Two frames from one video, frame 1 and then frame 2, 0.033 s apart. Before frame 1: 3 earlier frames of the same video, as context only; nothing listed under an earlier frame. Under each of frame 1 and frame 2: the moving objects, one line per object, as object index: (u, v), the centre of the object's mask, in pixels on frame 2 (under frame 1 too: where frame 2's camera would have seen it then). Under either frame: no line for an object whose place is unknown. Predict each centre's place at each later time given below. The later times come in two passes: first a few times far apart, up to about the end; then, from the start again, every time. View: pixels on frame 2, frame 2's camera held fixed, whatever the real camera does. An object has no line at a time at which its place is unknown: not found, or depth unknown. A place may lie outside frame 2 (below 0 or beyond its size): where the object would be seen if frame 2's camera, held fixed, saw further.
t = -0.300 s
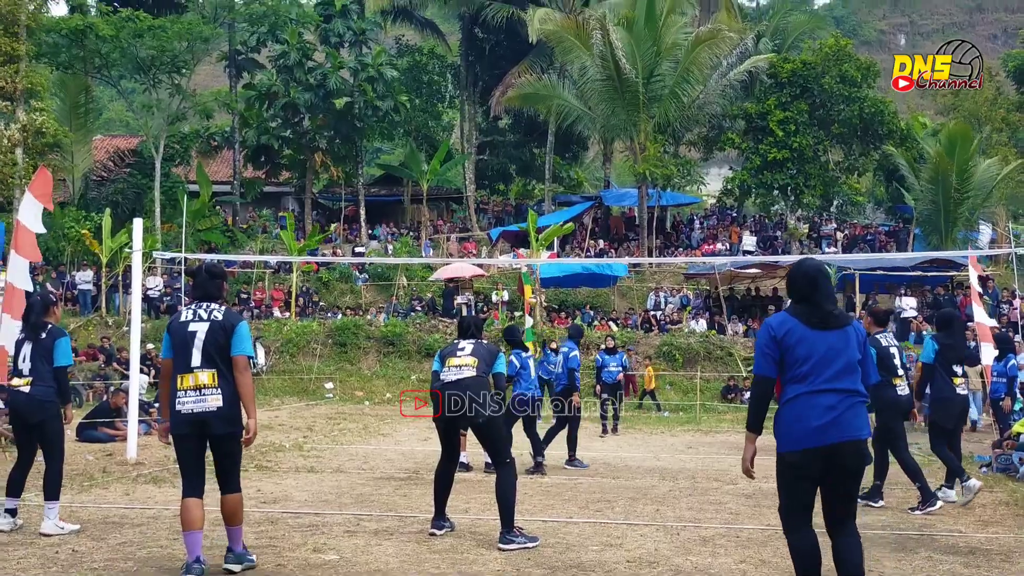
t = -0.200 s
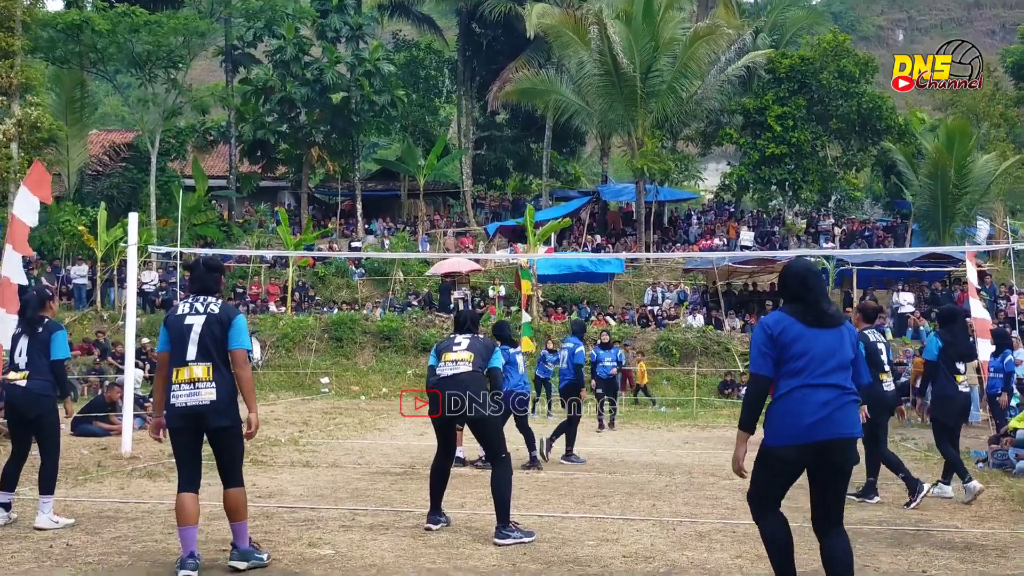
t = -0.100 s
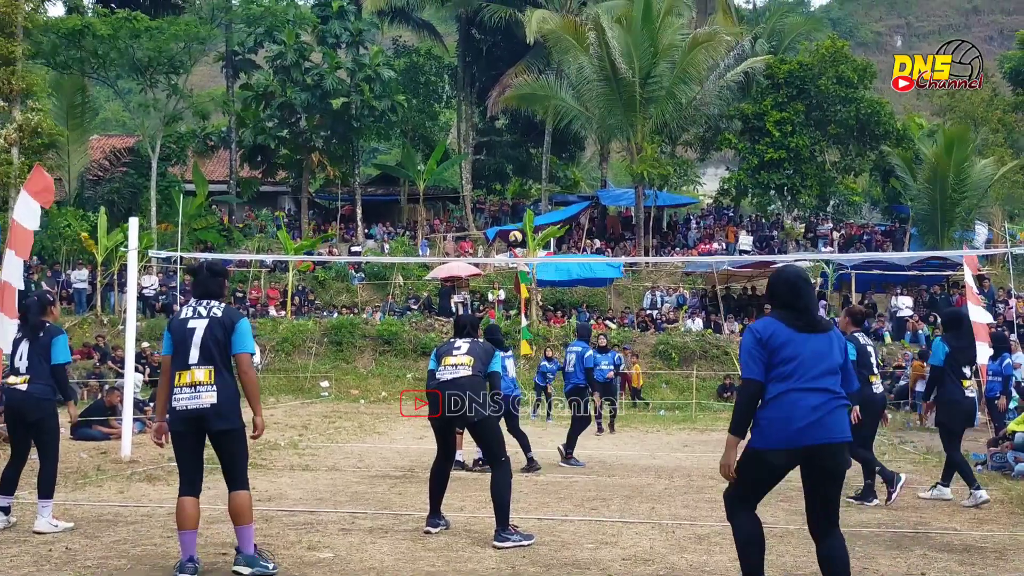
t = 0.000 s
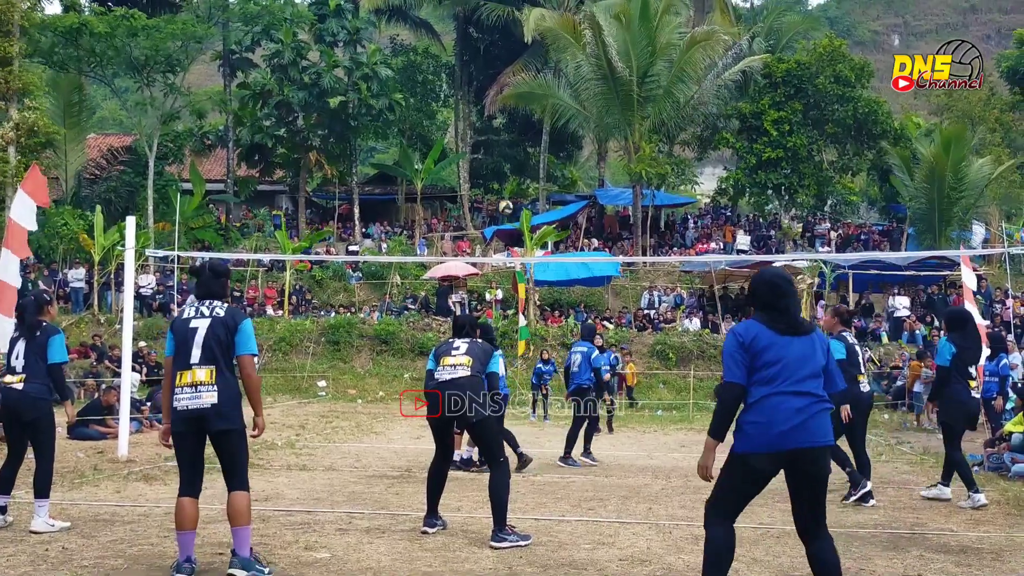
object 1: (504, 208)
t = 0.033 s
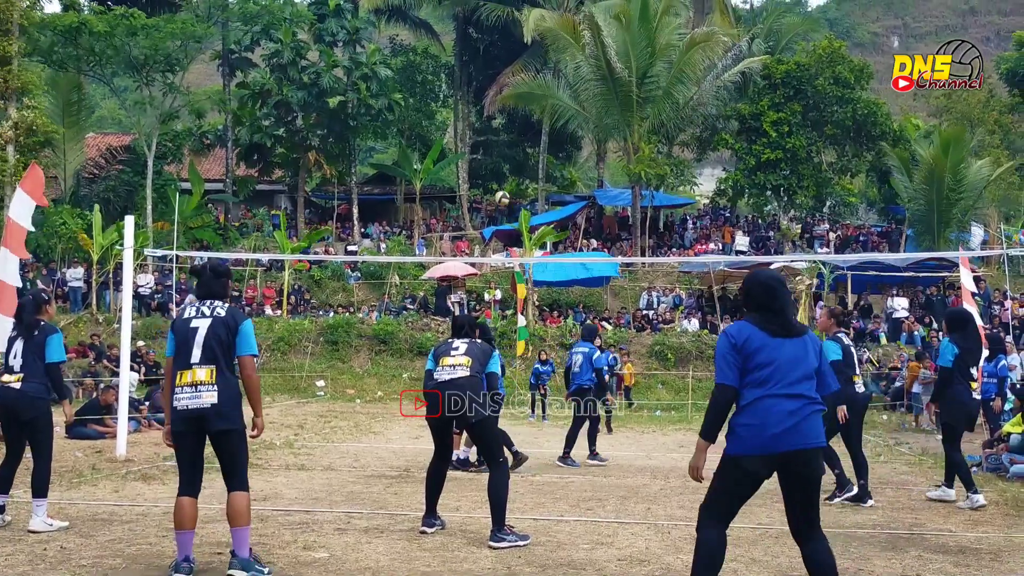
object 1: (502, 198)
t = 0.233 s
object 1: (486, 147)
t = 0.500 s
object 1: (455, 101)
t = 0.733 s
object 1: (408, 103)
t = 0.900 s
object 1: (354, 154)
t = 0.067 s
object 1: (499, 189)
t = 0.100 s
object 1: (497, 180)
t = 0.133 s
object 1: (494, 171)
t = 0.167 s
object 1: (492, 163)
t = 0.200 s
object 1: (489, 154)
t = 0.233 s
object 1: (486, 147)
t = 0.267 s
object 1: (482, 140)
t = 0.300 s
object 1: (478, 133)
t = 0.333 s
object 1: (475, 127)
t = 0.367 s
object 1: (471, 120)
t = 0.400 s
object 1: (468, 115)
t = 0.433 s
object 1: (463, 109)
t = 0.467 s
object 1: (459, 104)
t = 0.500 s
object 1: (455, 101)
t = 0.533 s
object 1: (449, 99)
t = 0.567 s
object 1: (444, 97)
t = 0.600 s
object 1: (437, 95)
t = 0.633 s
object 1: (431, 95)
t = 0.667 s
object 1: (424, 96)
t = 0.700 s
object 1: (416, 99)
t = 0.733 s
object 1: (408, 103)
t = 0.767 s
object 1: (400, 109)
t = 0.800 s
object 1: (390, 116)
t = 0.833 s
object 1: (379, 126)
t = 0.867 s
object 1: (367, 139)
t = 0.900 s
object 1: (354, 154)
